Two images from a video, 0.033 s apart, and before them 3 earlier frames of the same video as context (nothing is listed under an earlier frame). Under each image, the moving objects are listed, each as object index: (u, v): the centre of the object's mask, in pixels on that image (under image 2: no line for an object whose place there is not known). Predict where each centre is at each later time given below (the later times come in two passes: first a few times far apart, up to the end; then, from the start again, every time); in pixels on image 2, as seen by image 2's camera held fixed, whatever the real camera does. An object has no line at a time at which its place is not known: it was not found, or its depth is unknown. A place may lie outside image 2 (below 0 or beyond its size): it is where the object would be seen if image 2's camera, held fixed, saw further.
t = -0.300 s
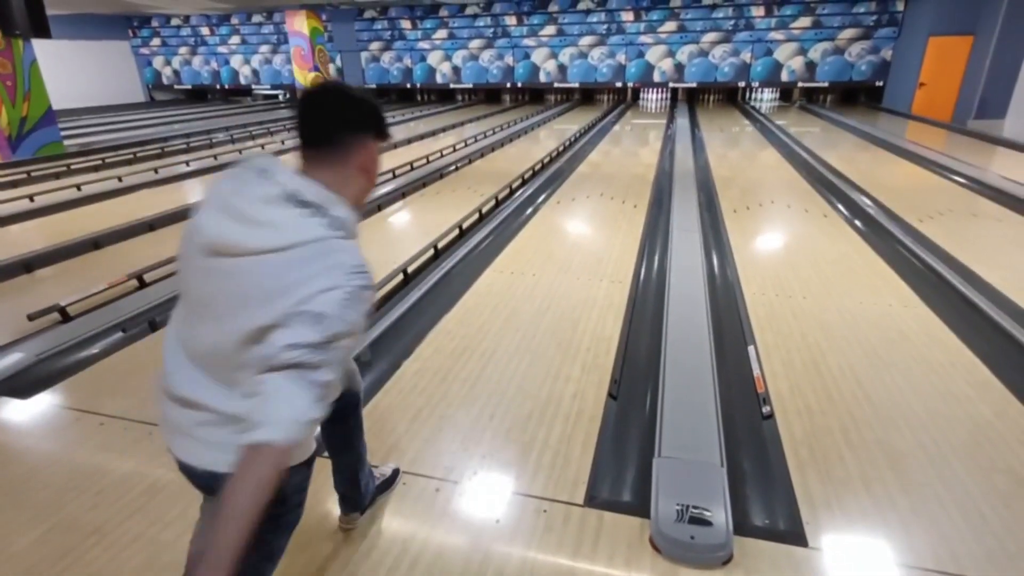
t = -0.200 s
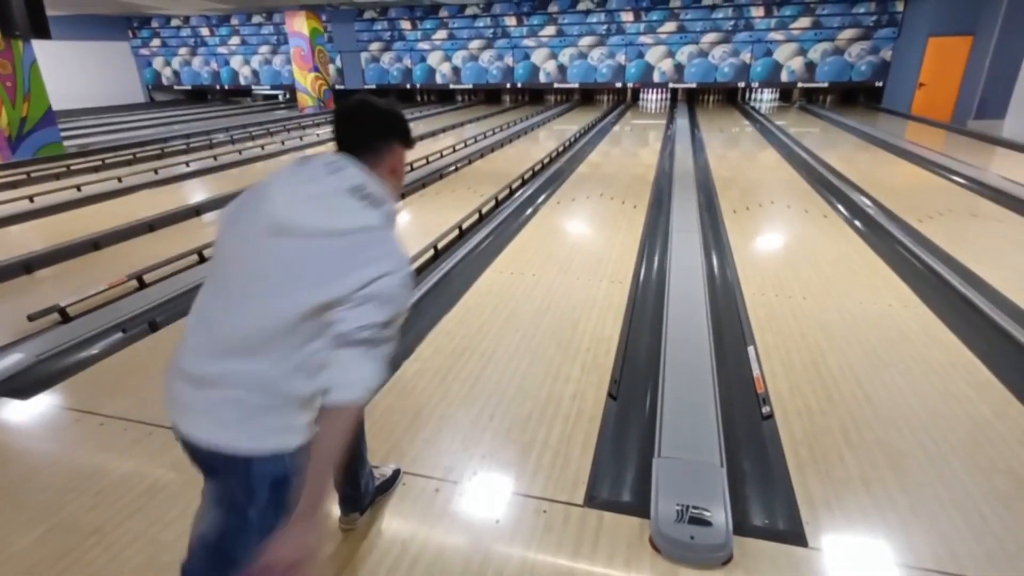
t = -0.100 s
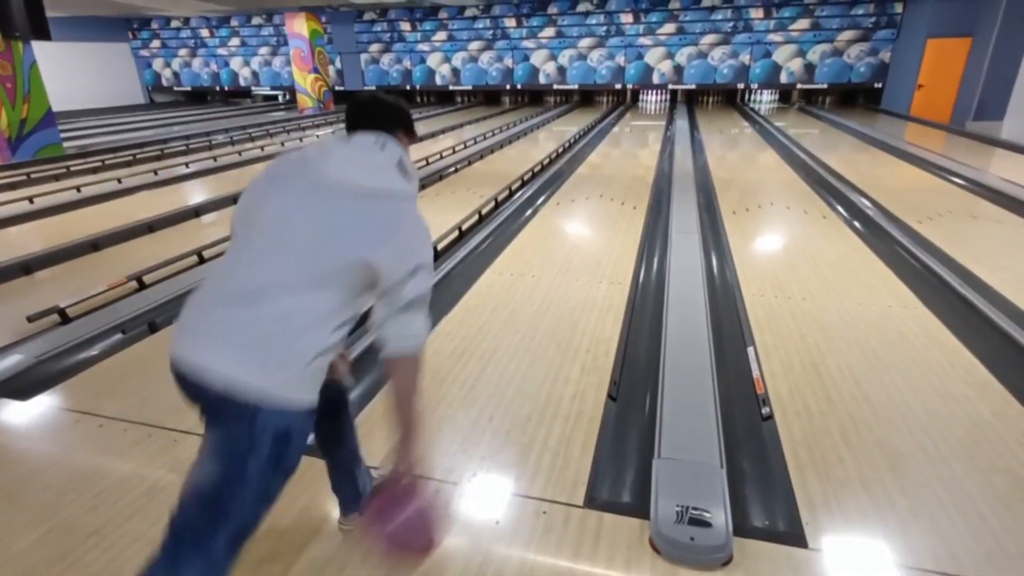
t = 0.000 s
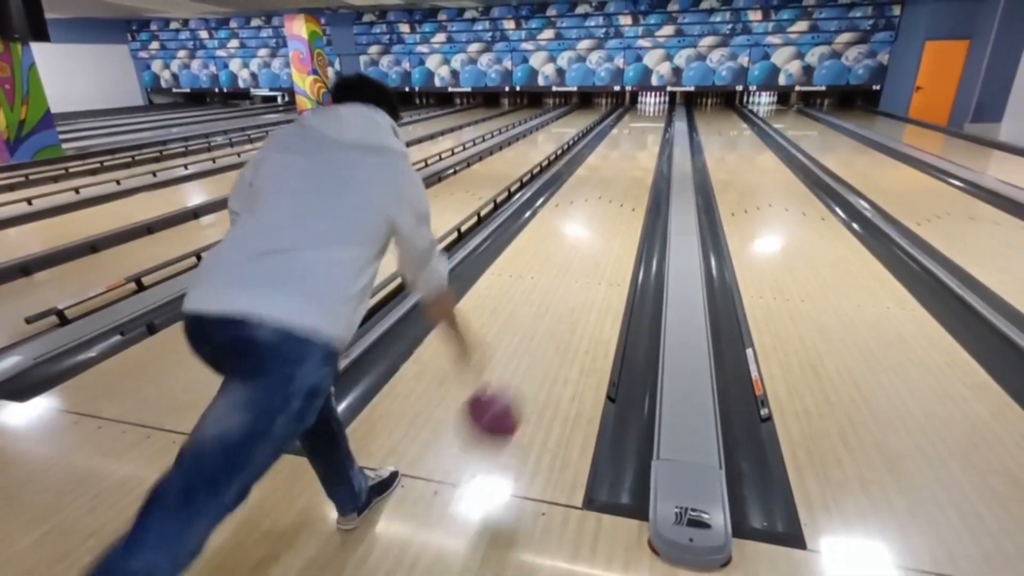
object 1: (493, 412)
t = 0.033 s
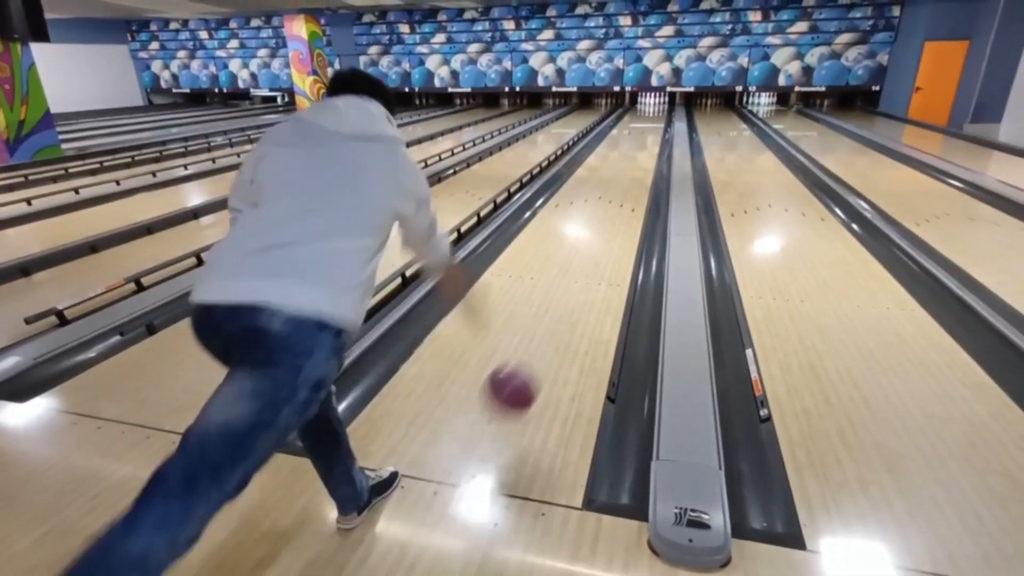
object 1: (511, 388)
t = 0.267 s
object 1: (584, 283)
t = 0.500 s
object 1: (614, 221)
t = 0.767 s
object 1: (633, 185)
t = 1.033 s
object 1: (643, 163)
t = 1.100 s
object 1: (645, 159)
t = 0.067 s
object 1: (527, 368)
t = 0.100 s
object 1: (541, 354)
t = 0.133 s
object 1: (551, 347)
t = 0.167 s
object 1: (561, 327)
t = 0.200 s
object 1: (570, 309)
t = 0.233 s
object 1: (577, 294)
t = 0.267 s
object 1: (584, 283)
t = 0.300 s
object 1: (589, 271)
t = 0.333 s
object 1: (595, 260)
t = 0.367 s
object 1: (600, 250)
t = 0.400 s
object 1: (604, 242)
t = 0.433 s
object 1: (608, 234)
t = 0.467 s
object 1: (611, 228)
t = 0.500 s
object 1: (614, 221)
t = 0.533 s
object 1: (618, 216)
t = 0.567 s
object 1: (620, 210)
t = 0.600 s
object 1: (623, 205)
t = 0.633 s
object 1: (625, 200)
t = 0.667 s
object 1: (627, 196)
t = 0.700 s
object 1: (629, 192)
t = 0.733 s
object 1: (631, 188)
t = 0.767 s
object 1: (633, 185)
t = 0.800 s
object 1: (634, 181)
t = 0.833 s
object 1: (636, 178)
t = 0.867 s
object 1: (638, 175)
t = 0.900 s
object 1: (639, 173)
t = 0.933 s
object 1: (640, 170)
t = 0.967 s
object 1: (641, 167)
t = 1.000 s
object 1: (642, 165)
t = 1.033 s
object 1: (643, 163)
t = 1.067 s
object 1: (644, 161)
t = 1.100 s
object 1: (645, 159)
